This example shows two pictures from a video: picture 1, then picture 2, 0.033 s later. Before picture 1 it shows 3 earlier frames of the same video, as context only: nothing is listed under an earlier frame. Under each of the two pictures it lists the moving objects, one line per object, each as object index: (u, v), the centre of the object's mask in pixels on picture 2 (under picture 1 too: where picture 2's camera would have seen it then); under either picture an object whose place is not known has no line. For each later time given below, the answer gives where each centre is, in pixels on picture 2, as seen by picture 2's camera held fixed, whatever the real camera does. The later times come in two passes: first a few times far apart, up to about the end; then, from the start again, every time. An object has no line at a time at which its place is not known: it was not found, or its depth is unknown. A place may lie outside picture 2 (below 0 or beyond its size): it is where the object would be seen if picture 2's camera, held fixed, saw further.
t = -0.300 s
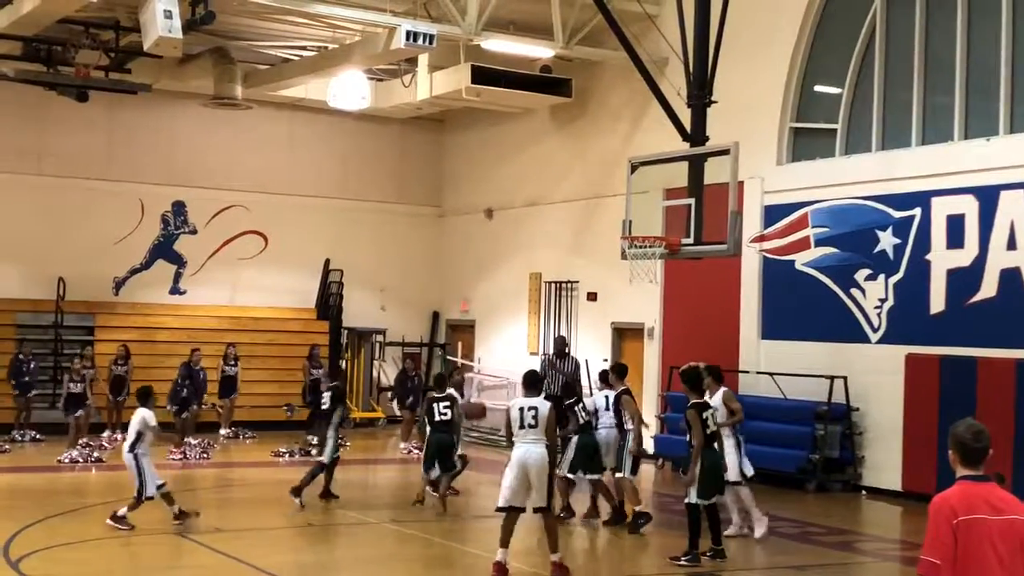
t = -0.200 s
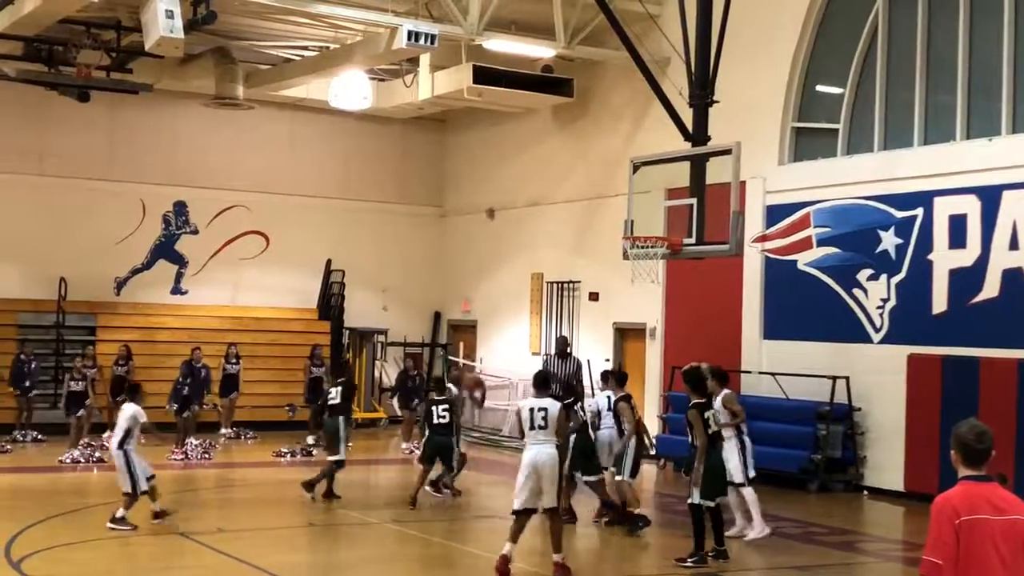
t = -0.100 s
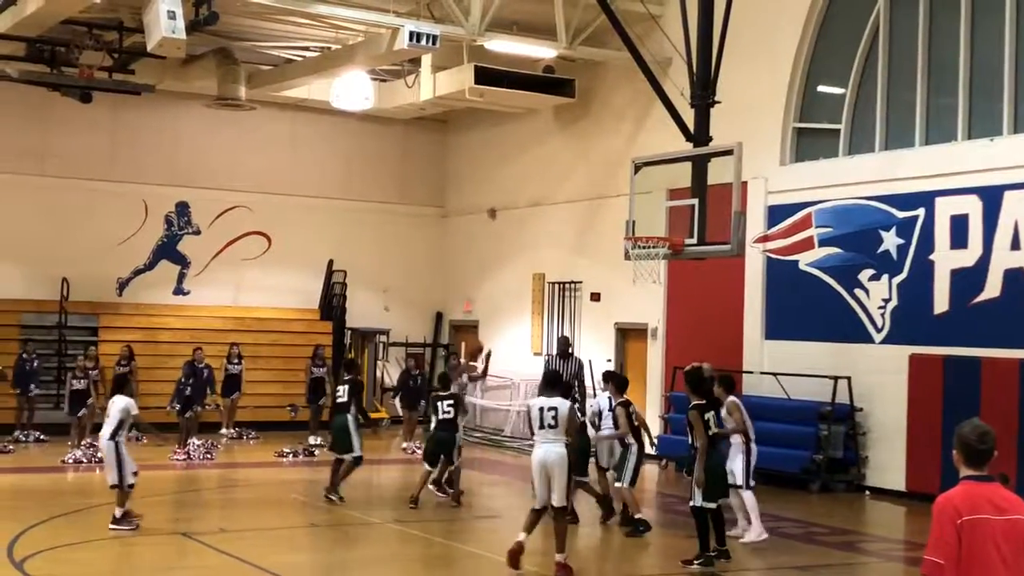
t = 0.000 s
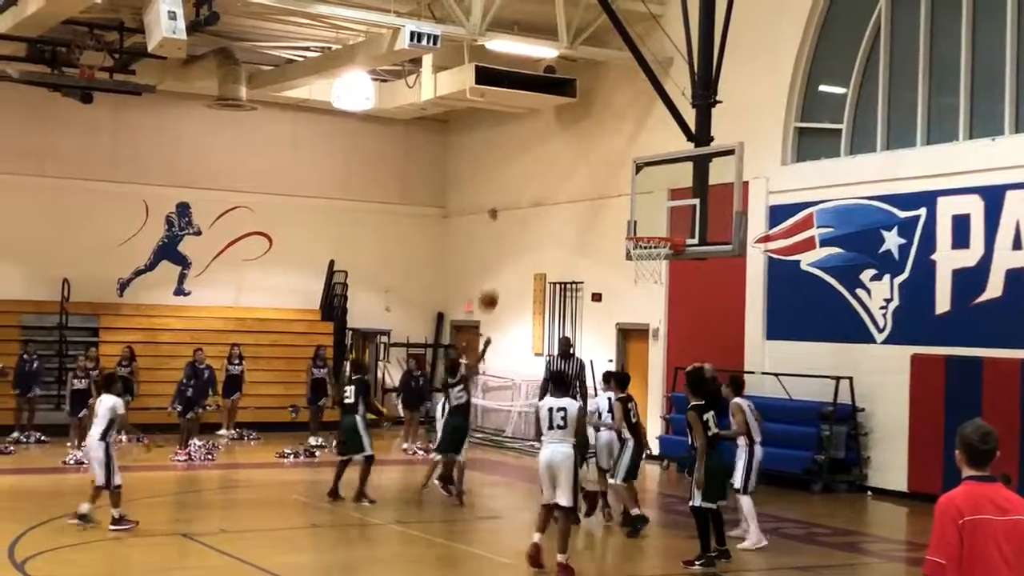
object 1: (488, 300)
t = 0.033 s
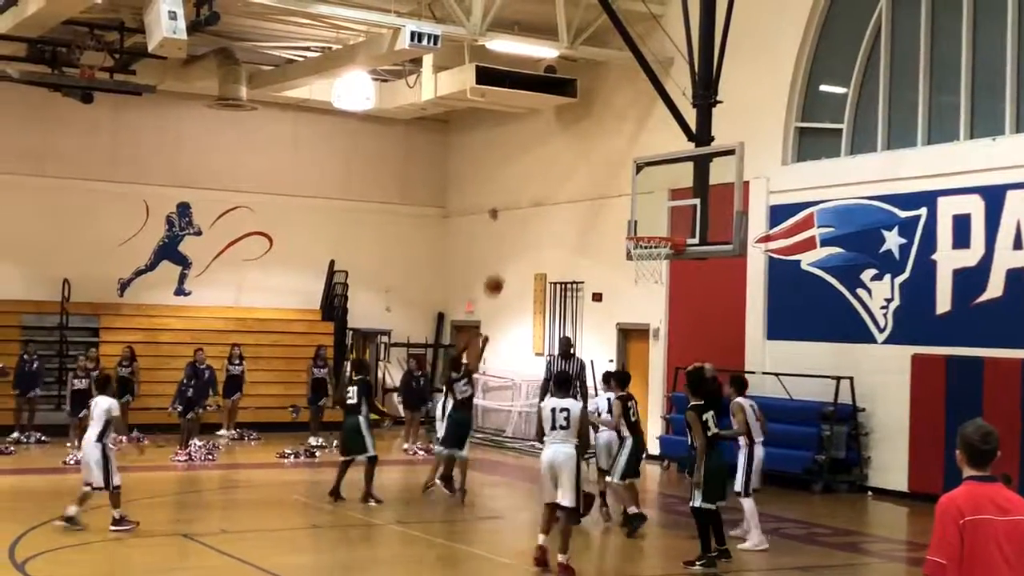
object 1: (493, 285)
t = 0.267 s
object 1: (528, 198)
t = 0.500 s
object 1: (564, 151)
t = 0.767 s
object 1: (608, 154)
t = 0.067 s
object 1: (498, 269)
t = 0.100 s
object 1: (503, 256)
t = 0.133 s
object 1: (509, 242)
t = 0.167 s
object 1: (513, 230)
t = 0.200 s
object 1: (518, 218)
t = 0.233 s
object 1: (523, 208)
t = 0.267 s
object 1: (528, 198)
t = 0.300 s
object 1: (534, 189)
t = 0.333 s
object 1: (539, 180)
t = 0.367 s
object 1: (544, 173)
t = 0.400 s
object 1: (549, 166)
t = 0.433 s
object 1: (554, 160)
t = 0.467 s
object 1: (560, 155)
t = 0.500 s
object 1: (564, 151)
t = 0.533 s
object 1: (570, 148)
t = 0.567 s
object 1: (575, 146)
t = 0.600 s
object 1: (581, 145)
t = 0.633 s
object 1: (586, 145)
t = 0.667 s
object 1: (591, 146)
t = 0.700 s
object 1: (597, 147)
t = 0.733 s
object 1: (602, 151)
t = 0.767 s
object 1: (608, 154)
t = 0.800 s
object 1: (614, 159)
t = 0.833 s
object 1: (619, 165)
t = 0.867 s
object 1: (625, 172)
